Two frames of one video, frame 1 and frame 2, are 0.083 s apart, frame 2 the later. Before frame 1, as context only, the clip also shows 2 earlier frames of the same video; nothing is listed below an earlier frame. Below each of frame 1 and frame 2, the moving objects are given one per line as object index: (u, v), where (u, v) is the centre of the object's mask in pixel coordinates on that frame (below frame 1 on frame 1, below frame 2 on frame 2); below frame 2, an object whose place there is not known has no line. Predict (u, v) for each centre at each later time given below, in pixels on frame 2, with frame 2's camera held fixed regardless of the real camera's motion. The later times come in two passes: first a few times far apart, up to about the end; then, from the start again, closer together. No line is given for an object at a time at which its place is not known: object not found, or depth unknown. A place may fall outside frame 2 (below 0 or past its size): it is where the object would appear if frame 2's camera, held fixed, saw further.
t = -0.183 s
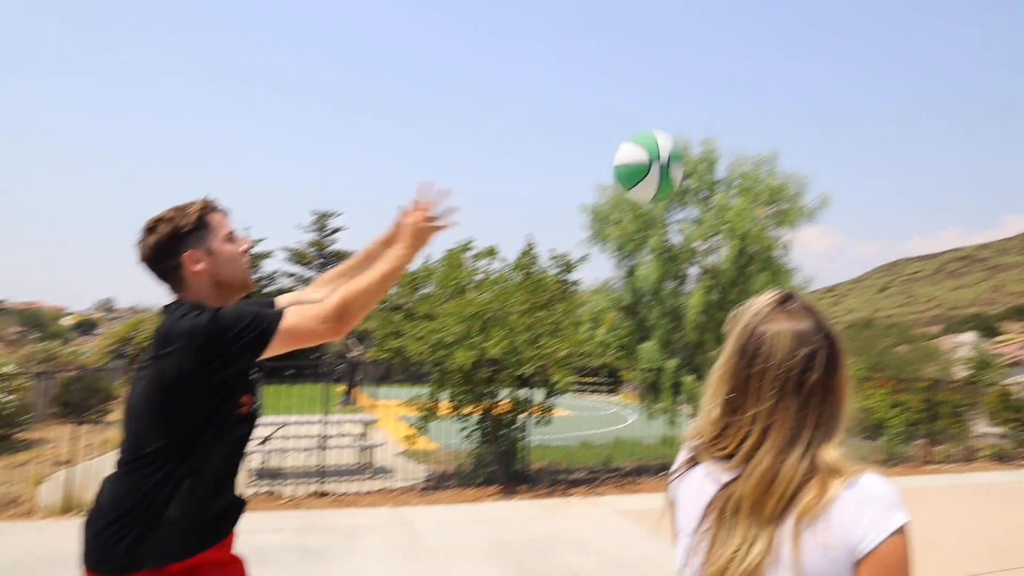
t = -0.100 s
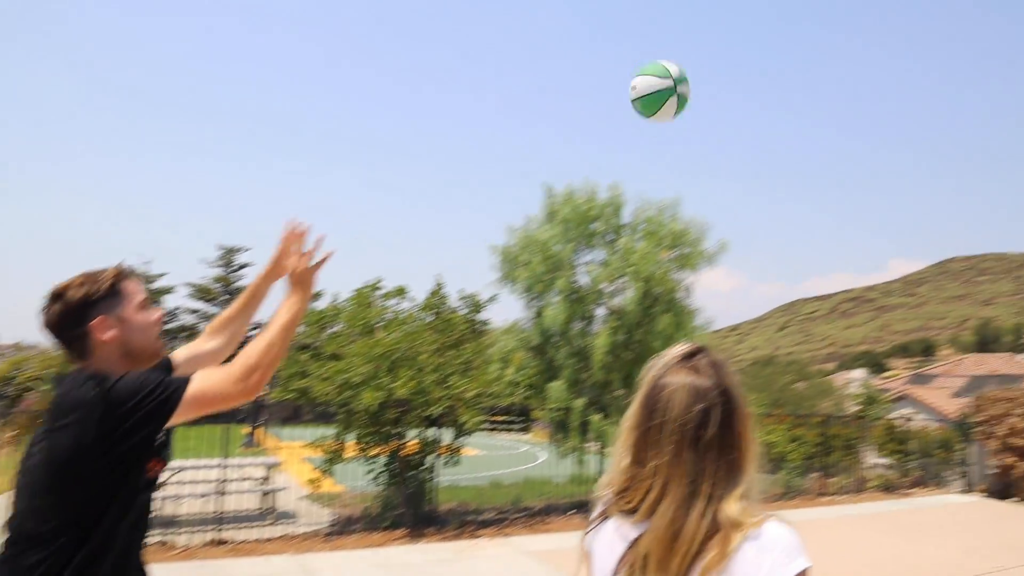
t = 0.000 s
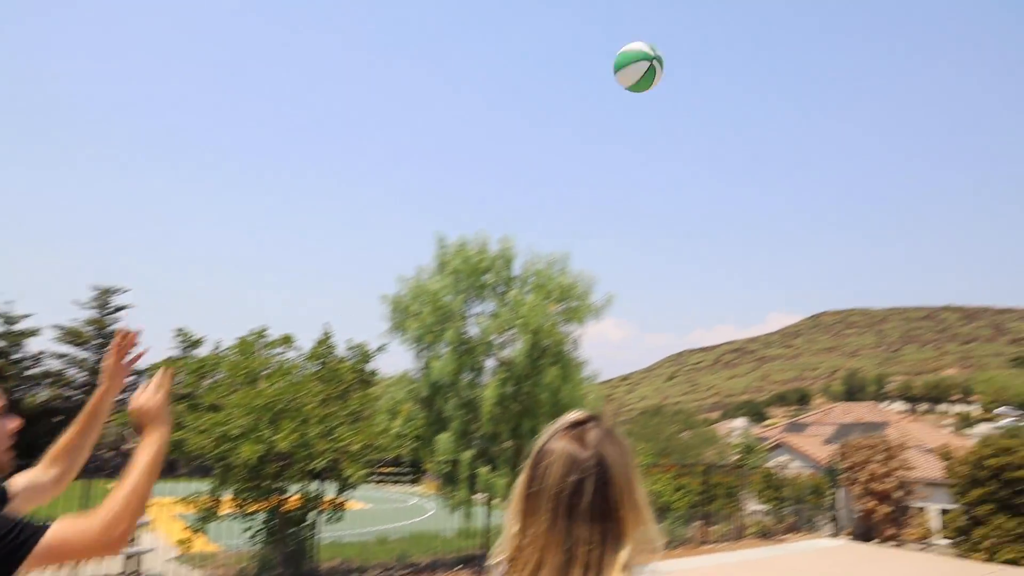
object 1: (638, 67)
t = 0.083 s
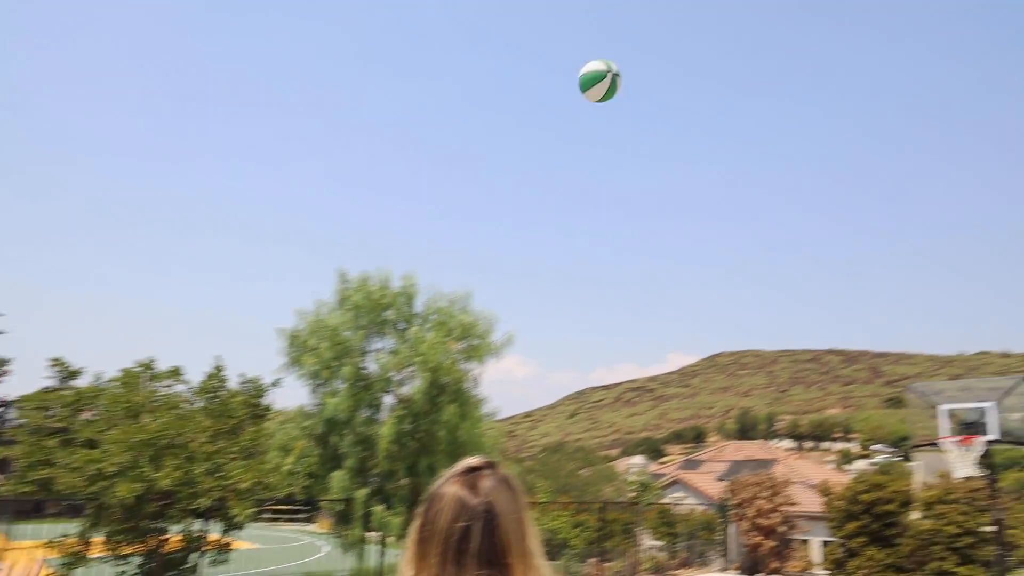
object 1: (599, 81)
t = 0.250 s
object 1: (671, 57)
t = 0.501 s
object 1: (749, 79)
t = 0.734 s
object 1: (809, 136)
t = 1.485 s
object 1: (957, 408)
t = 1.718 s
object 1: (971, 400)
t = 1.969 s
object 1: (999, 453)
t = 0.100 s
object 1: (608, 76)
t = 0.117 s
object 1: (616, 73)
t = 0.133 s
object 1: (624, 69)
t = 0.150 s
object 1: (631, 66)
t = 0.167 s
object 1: (639, 64)
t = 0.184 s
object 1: (646, 61)
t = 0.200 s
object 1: (653, 59)
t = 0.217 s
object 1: (659, 58)
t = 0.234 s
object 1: (665, 57)
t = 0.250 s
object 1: (671, 57)
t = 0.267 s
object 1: (676, 57)
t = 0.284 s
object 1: (683, 58)
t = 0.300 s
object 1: (689, 59)
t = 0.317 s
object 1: (694, 60)
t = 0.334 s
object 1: (699, 60)
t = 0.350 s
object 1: (704, 61)
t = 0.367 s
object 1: (709, 62)
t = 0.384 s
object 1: (714, 63)
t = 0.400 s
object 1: (719, 65)
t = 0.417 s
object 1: (725, 67)
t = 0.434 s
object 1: (730, 68)
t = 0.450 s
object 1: (735, 70)
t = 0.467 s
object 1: (740, 73)
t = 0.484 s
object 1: (744, 76)
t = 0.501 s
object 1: (749, 79)
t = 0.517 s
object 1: (754, 81)
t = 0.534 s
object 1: (758, 84)
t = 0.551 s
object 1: (762, 88)
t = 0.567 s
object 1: (766, 92)
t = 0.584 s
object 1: (771, 95)
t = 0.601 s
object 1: (775, 99)
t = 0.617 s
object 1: (780, 103)
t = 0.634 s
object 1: (784, 108)
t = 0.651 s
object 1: (789, 112)
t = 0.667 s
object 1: (793, 117)
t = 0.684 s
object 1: (797, 122)
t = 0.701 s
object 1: (801, 126)
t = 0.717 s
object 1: (805, 131)
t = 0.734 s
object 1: (809, 136)
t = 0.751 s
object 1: (813, 141)
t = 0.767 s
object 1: (817, 147)
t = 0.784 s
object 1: (821, 152)
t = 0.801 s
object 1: (825, 157)
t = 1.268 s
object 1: (931, 376)
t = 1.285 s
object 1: (934, 386)
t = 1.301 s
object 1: (938, 396)
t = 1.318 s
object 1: (943, 405)
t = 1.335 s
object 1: (946, 416)
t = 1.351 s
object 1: (950, 427)
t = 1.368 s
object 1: (951, 429)
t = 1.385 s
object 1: (952, 426)
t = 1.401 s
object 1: (952, 422)
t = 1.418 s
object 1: (953, 419)
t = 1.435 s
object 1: (954, 416)
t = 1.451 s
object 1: (955, 413)
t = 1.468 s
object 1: (956, 410)
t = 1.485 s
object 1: (957, 408)
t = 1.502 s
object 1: (958, 406)
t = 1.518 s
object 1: (958, 406)
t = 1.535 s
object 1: (959, 403)
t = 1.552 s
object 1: (960, 402)
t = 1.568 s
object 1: (961, 400)
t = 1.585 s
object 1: (961, 400)
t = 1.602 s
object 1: (962, 399)
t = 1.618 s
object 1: (964, 398)
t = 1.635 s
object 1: (965, 398)
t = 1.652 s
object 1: (965, 398)
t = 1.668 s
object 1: (967, 398)
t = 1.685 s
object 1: (968, 399)
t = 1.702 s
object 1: (969, 399)
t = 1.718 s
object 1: (971, 400)
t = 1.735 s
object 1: (972, 401)
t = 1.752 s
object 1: (974, 403)
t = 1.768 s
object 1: (976, 405)
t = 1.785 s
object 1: (978, 407)
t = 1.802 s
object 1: (979, 409)
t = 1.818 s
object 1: (981, 412)
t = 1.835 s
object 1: (982, 415)
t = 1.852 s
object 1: (984, 418)
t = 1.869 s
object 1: (986, 422)
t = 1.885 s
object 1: (988, 424)
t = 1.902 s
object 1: (991, 432)
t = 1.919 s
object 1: (994, 436)
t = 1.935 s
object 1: (995, 441)
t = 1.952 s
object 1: (997, 447)
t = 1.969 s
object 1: (999, 453)
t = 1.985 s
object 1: (1002, 459)
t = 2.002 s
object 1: (1005, 466)
